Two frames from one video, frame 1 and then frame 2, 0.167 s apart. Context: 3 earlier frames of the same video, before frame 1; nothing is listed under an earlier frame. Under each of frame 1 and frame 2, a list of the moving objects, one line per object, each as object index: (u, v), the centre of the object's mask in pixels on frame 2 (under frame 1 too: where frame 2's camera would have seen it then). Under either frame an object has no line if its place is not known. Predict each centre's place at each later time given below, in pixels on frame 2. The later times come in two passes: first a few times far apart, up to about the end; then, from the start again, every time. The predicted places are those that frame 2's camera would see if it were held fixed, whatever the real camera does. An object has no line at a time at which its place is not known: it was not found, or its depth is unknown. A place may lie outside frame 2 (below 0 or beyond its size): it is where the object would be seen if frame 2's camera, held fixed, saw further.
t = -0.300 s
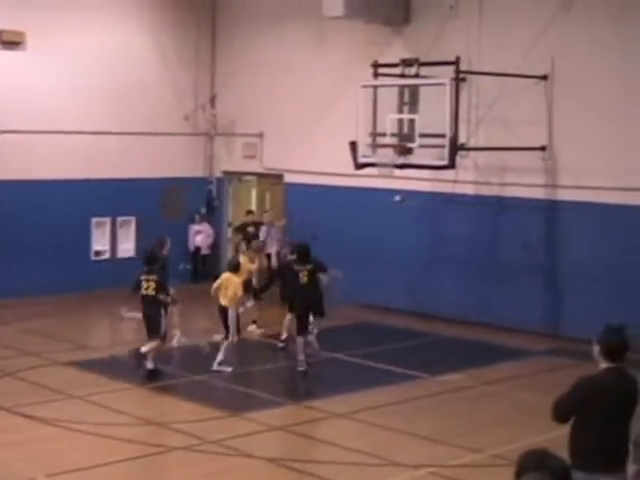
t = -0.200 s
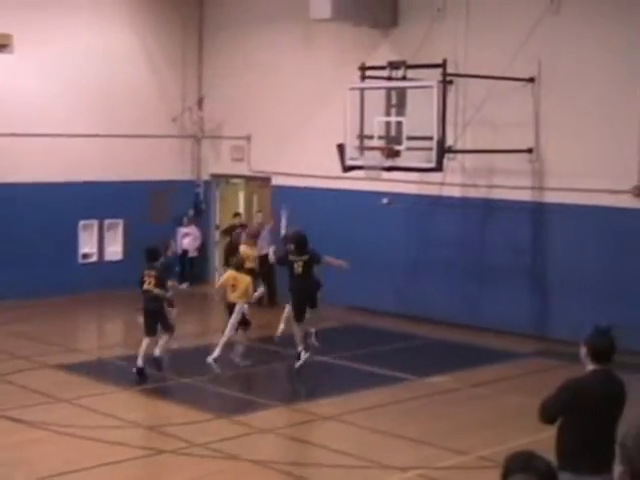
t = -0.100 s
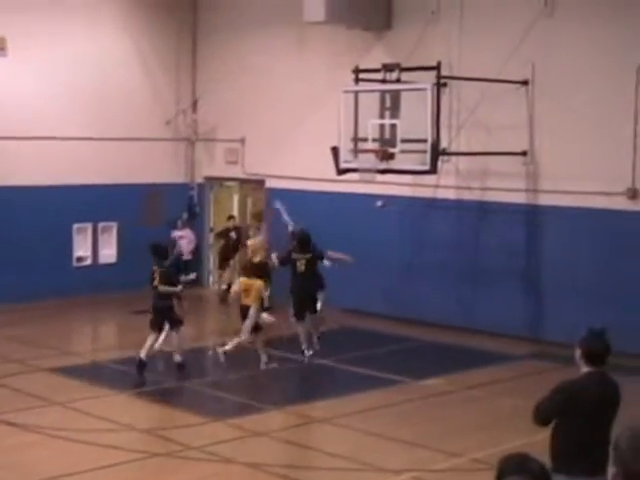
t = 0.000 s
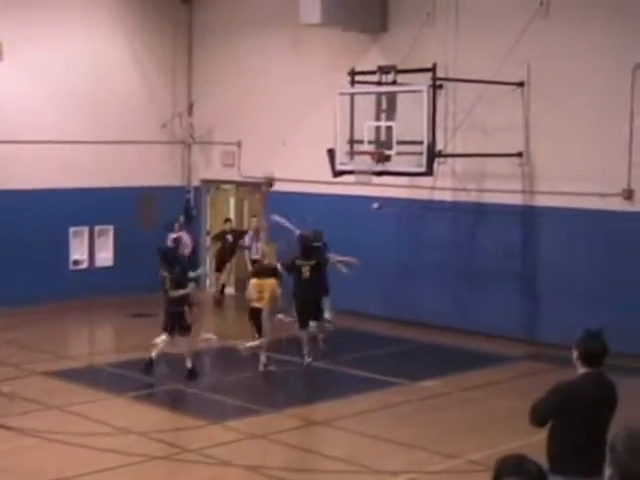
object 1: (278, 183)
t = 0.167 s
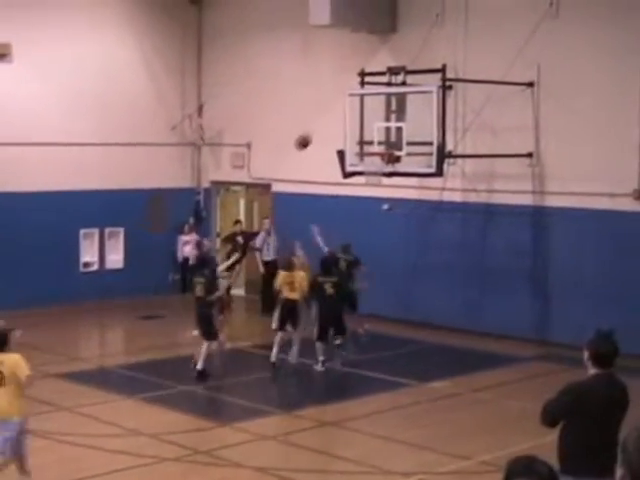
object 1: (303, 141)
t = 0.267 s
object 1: (318, 124)
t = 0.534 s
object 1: (358, 112)
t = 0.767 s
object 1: (364, 140)
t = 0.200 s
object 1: (308, 133)
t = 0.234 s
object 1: (313, 128)
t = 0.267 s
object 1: (318, 124)
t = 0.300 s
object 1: (323, 120)
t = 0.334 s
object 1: (328, 116)
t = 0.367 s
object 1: (333, 114)
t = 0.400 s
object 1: (338, 112)
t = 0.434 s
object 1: (343, 111)
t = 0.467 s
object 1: (348, 110)
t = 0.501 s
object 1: (352, 111)
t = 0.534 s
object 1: (358, 112)
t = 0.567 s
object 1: (362, 114)
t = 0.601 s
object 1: (363, 117)
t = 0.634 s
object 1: (363, 120)
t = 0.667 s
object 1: (363, 124)
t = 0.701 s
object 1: (363, 128)
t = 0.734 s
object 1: (363, 134)
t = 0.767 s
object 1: (364, 140)
